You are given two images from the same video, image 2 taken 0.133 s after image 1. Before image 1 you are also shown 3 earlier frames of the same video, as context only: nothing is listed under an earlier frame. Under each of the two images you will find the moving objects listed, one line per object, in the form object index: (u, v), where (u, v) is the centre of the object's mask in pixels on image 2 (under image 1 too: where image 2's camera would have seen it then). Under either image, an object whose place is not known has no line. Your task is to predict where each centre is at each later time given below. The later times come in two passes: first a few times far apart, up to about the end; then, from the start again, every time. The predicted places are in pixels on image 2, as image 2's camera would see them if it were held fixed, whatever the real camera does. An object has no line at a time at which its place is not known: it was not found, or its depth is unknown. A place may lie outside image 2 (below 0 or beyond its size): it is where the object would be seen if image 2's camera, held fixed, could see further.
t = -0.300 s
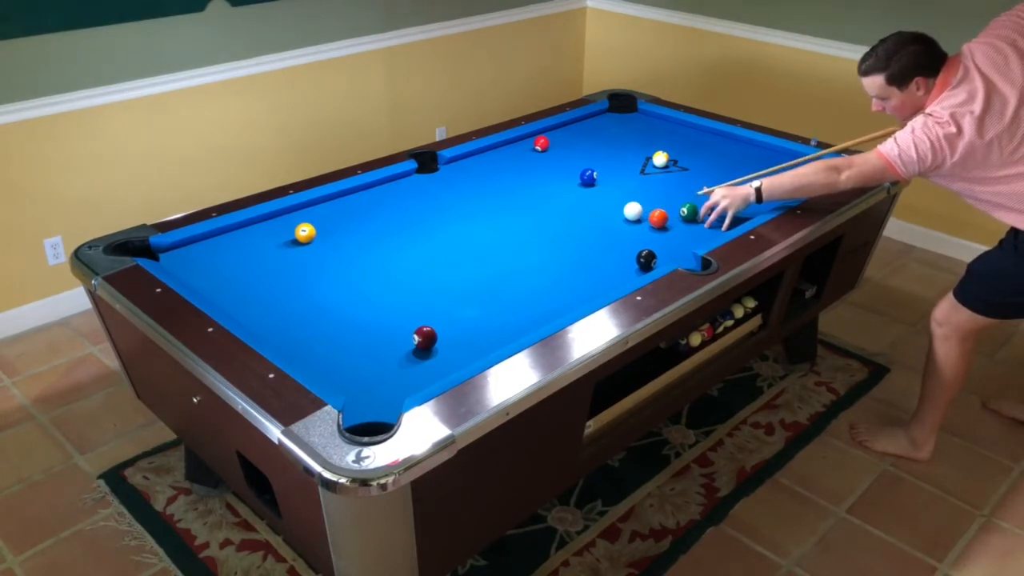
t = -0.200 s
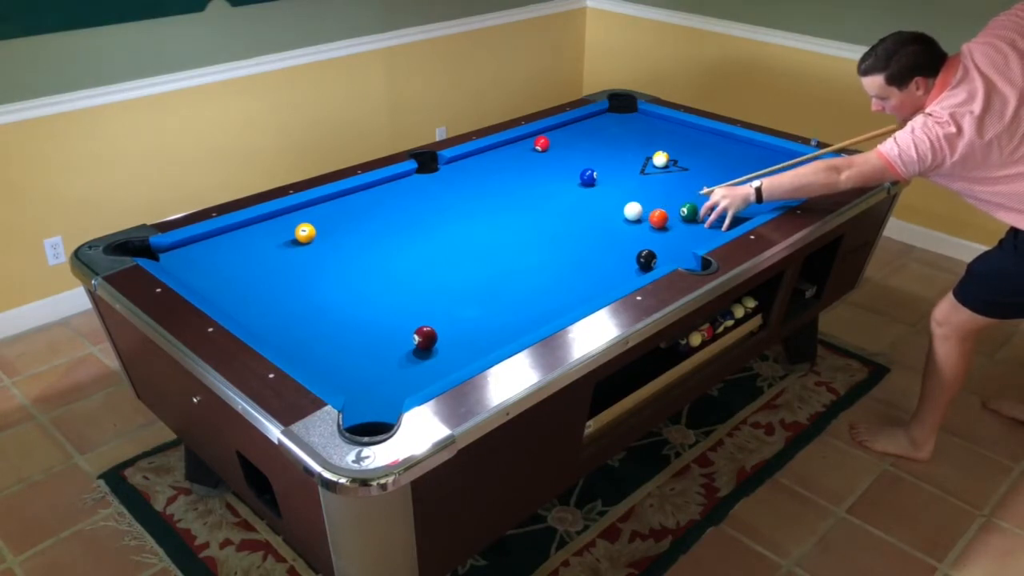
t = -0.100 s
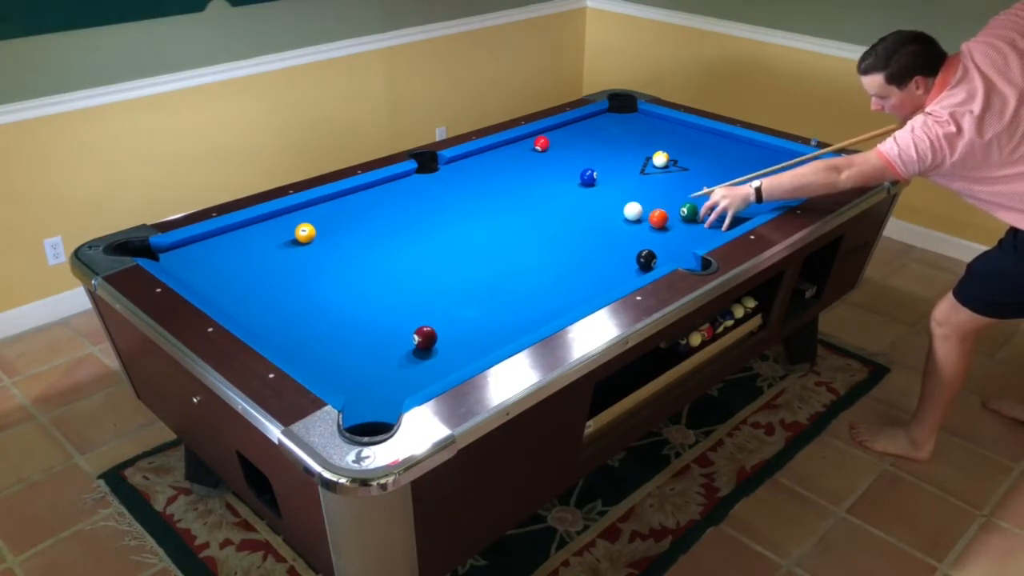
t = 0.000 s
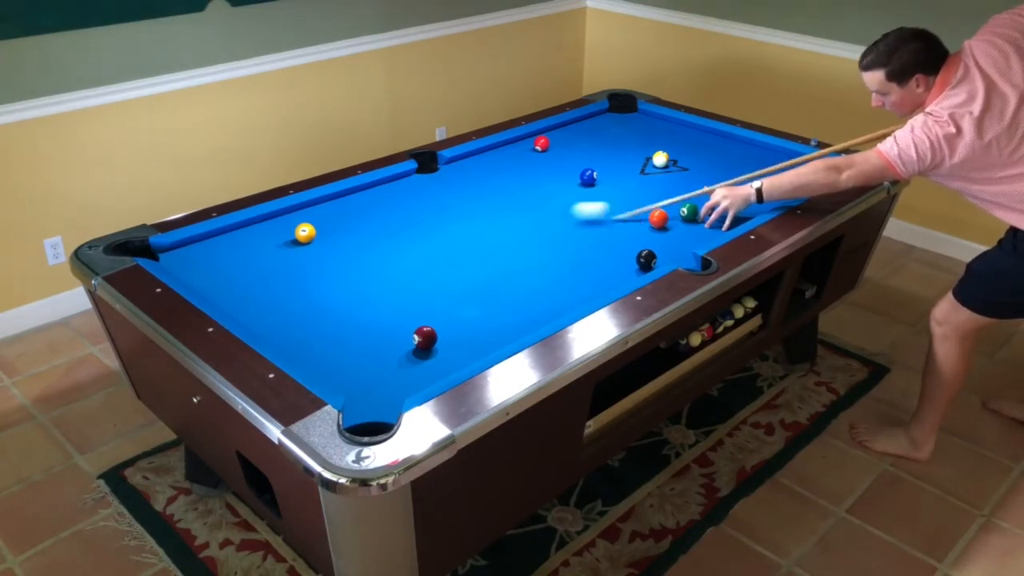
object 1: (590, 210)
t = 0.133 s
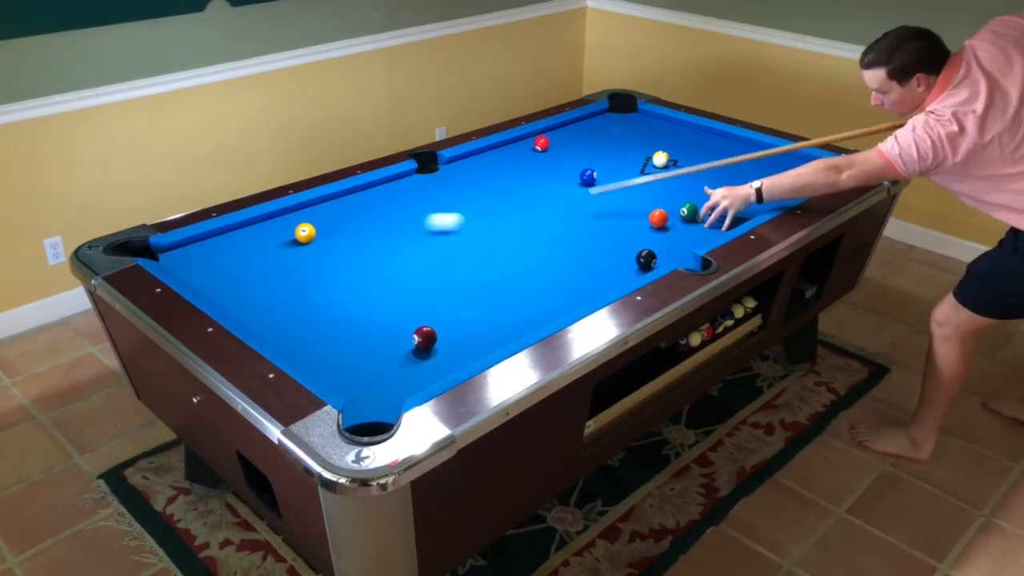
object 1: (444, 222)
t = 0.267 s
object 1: (324, 228)
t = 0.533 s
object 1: (330, 216)
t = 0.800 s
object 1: (340, 205)
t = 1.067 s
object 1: (348, 196)
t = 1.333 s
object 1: (359, 192)
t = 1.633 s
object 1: (373, 191)
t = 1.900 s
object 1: (382, 191)
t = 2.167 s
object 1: (390, 190)
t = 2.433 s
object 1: (396, 190)
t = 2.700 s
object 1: (399, 190)
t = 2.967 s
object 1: (401, 190)
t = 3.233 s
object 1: (401, 190)
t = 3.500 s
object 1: (401, 190)
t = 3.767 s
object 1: (401, 190)
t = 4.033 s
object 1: (401, 190)
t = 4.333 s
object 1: (401, 190)
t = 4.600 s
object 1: (401, 190)
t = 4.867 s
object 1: (401, 190)
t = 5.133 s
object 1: (401, 190)
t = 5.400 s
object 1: (401, 190)
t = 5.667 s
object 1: (401, 190)
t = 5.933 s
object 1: (401, 190)
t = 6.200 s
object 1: (401, 190)
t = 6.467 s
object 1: (401, 190)
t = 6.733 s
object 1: (401, 190)
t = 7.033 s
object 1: (401, 190)
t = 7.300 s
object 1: (401, 190)
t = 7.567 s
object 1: (401, 190)
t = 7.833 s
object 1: (401, 190)
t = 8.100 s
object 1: (401, 190)
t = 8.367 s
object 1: (401, 190)
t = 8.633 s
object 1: (401, 190)
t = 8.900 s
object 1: (401, 190)
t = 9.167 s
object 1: (401, 190)
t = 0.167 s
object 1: (408, 224)
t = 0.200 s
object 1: (373, 226)
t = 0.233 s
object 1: (338, 229)
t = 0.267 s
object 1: (324, 228)
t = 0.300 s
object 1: (323, 226)
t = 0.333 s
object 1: (322, 225)
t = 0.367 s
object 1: (323, 223)
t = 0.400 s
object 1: (324, 221)
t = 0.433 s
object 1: (326, 220)
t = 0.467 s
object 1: (327, 218)
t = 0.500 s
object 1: (328, 217)
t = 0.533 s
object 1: (330, 216)
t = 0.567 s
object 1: (331, 214)
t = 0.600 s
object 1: (332, 213)
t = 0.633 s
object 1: (334, 212)
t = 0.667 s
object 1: (335, 210)
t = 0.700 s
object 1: (336, 209)
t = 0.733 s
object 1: (337, 208)
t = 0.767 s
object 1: (338, 207)
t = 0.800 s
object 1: (340, 205)
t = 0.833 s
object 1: (341, 204)
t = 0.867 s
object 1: (342, 203)
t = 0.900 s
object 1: (343, 202)
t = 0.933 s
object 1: (344, 201)
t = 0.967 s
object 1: (345, 199)
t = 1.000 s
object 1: (346, 198)
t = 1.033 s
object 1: (347, 197)
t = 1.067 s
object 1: (348, 196)
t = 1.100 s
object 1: (349, 195)
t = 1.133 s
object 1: (350, 194)
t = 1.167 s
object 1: (351, 193)
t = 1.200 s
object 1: (353, 193)
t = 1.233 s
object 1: (355, 193)
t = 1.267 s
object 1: (356, 193)
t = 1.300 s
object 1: (358, 192)
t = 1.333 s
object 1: (359, 192)
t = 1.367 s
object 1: (361, 192)
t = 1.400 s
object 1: (363, 192)
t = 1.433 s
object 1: (364, 192)
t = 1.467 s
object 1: (365, 192)
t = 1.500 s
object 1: (367, 192)
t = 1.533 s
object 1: (369, 192)
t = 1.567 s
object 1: (370, 192)
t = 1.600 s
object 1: (372, 191)
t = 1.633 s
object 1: (373, 191)
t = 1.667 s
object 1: (374, 192)
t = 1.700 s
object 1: (375, 191)
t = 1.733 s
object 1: (377, 191)
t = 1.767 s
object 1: (378, 191)
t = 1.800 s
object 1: (379, 191)
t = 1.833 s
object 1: (381, 191)
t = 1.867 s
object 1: (381, 191)
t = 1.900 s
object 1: (382, 191)
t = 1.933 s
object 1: (384, 191)
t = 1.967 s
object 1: (385, 191)
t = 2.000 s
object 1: (386, 191)
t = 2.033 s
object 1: (387, 191)
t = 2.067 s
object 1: (388, 190)
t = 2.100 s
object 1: (388, 190)
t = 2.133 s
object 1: (389, 190)
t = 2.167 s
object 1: (390, 190)
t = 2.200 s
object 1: (391, 190)
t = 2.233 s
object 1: (392, 190)
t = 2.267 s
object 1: (392, 190)
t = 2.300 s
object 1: (393, 190)
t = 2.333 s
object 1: (394, 190)
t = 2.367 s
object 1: (395, 190)
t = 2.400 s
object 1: (395, 190)
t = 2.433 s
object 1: (396, 190)
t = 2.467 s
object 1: (396, 190)
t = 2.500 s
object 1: (397, 190)
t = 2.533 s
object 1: (397, 190)
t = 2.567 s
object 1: (398, 190)
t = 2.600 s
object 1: (399, 190)
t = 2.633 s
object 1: (399, 190)
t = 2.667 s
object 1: (399, 190)
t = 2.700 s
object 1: (399, 190)
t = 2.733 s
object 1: (400, 190)
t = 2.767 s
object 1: (400, 190)
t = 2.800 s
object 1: (400, 190)
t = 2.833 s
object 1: (400, 190)
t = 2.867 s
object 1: (400, 190)
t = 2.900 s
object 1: (401, 190)
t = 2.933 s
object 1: (401, 190)
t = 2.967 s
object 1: (401, 190)
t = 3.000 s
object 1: (401, 190)
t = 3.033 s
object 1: (401, 190)
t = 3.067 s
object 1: (401, 190)
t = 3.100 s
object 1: (401, 190)
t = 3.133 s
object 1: (401, 190)
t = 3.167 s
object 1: (401, 190)
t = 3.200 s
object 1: (401, 190)
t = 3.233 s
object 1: (401, 190)
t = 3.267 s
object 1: (401, 190)
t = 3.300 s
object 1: (401, 190)
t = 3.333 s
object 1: (401, 190)
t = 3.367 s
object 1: (401, 190)
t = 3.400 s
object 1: (401, 190)
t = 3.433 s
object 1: (401, 190)
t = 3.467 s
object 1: (401, 190)
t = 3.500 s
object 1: (401, 190)
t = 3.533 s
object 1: (401, 190)
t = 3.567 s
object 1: (401, 190)
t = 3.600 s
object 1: (401, 190)
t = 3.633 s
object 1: (401, 190)
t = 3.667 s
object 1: (401, 190)
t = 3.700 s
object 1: (401, 190)
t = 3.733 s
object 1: (401, 190)
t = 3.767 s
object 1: (401, 190)
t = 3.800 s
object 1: (401, 190)
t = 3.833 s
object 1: (401, 190)
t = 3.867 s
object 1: (401, 190)
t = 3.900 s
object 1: (401, 190)
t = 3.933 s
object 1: (401, 190)
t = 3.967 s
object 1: (401, 190)
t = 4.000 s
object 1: (401, 190)
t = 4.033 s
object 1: (401, 190)
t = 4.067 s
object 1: (401, 190)
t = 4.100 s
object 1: (401, 190)
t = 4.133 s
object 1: (401, 190)
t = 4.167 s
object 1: (401, 190)
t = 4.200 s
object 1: (401, 190)
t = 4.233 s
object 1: (401, 190)
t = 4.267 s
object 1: (401, 190)
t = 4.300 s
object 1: (401, 190)
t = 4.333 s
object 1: (401, 190)
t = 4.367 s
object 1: (401, 190)
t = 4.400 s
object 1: (401, 190)
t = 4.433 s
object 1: (401, 190)
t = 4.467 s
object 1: (401, 190)
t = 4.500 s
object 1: (401, 190)
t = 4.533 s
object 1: (401, 190)
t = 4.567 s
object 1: (401, 190)
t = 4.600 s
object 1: (401, 190)
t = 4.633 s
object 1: (401, 190)
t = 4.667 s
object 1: (401, 190)
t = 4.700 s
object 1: (401, 190)
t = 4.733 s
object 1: (401, 190)
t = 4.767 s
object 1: (401, 190)
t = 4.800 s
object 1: (401, 190)
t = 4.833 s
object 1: (401, 190)
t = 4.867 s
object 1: (401, 190)
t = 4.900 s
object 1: (401, 190)
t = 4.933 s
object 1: (401, 190)
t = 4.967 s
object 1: (401, 190)
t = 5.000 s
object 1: (401, 190)
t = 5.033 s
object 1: (401, 190)
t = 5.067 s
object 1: (401, 190)
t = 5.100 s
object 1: (401, 190)
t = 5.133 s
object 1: (401, 190)
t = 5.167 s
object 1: (401, 190)
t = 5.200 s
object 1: (401, 190)
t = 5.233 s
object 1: (401, 190)
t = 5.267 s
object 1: (401, 190)
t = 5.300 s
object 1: (401, 190)
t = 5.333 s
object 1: (401, 190)
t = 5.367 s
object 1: (401, 190)
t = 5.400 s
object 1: (401, 190)
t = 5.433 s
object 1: (401, 190)
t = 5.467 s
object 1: (401, 190)
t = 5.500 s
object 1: (401, 190)
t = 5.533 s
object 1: (401, 190)
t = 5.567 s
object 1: (401, 190)
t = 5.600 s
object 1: (401, 190)
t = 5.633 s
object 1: (401, 190)
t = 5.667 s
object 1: (401, 190)
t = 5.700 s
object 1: (401, 190)
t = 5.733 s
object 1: (401, 190)
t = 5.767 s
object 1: (401, 190)
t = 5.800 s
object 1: (401, 190)
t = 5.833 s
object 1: (401, 190)
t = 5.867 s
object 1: (401, 190)
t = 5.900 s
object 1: (401, 190)
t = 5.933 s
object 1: (401, 190)
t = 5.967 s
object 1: (401, 190)
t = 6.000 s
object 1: (401, 190)
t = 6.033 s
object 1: (401, 190)
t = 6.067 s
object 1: (401, 190)
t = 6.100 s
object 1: (401, 190)
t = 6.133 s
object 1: (401, 190)
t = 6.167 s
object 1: (401, 190)
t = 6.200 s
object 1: (401, 190)
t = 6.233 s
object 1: (401, 190)
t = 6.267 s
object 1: (401, 190)
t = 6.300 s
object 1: (401, 190)
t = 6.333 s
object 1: (401, 190)
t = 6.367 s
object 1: (401, 190)
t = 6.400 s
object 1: (401, 190)
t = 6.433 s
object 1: (401, 190)
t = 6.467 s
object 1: (401, 190)
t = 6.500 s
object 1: (401, 190)
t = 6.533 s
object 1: (401, 190)
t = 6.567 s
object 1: (401, 190)
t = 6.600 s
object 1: (401, 190)
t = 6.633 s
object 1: (401, 190)
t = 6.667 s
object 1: (401, 190)
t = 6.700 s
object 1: (401, 190)
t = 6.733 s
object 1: (401, 190)
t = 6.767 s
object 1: (401, 190)
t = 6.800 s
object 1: (401, 190)
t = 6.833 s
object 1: (401, 190)
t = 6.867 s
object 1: (401, 190)
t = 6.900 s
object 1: (401, 190)
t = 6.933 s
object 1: (401, 190)
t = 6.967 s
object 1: (401, 190)
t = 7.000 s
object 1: (401, 190)
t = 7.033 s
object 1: (401, 190)
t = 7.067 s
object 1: (401, 190)
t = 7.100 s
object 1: (401, 190)
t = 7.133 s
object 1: (401, 190)
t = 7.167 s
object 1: (401, 190)
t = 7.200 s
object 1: (401, 190)
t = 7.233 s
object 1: (401, 190)
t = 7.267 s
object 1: (401, 190)
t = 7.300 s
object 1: (401, 190)
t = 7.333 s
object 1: (401, 190)
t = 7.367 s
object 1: (401, 190)
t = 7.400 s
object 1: (401, 190)
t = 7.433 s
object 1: (401, 190)
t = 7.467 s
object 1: (401, 190)
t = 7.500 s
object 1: (401, 190)
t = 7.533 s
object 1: (401, 190)
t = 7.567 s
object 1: (401, 190)
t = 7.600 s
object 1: (401, 190)
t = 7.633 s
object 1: (401, 190)
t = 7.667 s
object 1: (401, 190)
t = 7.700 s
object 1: (401, 190)
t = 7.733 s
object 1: (401, 190)
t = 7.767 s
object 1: (401, 190)
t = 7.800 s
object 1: (401, 190)
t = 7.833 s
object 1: (401, 190)
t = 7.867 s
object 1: (401, 190)
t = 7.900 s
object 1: (401, 190)
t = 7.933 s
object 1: (401, 190)
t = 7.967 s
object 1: (401, 190)
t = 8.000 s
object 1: (401, 190)
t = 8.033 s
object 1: (401, 190)
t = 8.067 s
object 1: (401, 190)
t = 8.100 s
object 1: (401, 190)
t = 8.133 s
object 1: (401, 190)
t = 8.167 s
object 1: (401, 190)
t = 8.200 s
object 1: (401, 190)
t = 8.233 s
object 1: (401, 190)
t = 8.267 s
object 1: (401, 190)
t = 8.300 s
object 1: (401, 190)
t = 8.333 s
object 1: (401, 190)
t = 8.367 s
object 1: (401, 190)
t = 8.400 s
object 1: (401, 190)
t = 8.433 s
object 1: (401, 190)
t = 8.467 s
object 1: (401, 190)
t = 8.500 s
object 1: (401, 190)
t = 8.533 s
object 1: (401, 190)
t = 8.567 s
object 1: (401, 190)
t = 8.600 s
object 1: (401, 190)
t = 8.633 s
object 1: (401, 190)
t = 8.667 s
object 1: (401, 190)
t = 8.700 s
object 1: (401, 190)
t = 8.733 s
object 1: (401, 190)
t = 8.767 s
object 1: (401, 190)
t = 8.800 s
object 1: (401, 190)
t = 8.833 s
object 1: (401, 190)
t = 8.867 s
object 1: (401, 190)
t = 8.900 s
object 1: (401, 190)
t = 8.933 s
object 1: (401, 190)
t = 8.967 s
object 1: (401, 190)
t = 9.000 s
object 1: (401, 190)
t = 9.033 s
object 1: (401, 190)
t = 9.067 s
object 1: (401, 190)
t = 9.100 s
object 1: (401, 190)
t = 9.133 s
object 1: (401, 190)
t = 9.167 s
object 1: (401, 190)
